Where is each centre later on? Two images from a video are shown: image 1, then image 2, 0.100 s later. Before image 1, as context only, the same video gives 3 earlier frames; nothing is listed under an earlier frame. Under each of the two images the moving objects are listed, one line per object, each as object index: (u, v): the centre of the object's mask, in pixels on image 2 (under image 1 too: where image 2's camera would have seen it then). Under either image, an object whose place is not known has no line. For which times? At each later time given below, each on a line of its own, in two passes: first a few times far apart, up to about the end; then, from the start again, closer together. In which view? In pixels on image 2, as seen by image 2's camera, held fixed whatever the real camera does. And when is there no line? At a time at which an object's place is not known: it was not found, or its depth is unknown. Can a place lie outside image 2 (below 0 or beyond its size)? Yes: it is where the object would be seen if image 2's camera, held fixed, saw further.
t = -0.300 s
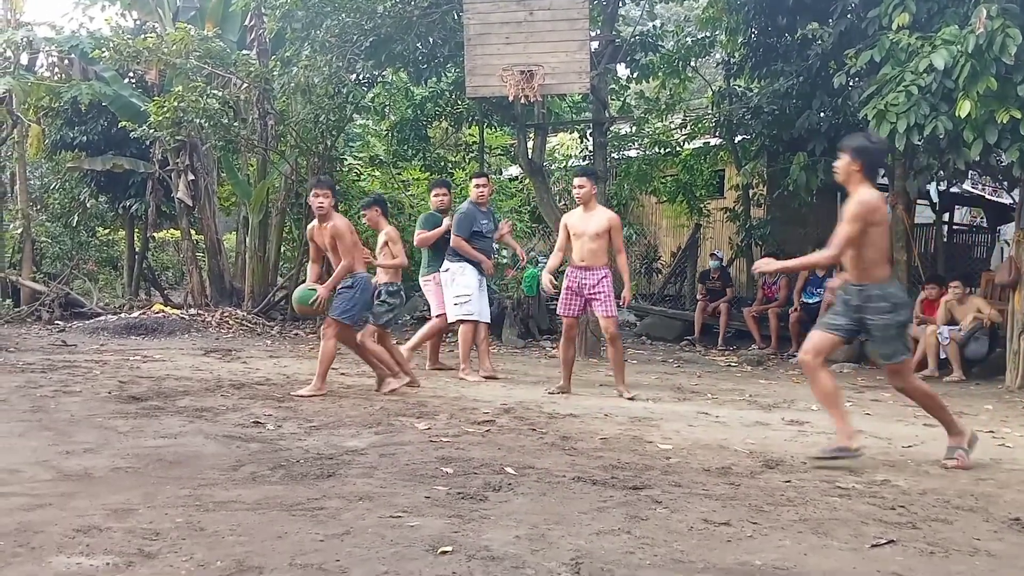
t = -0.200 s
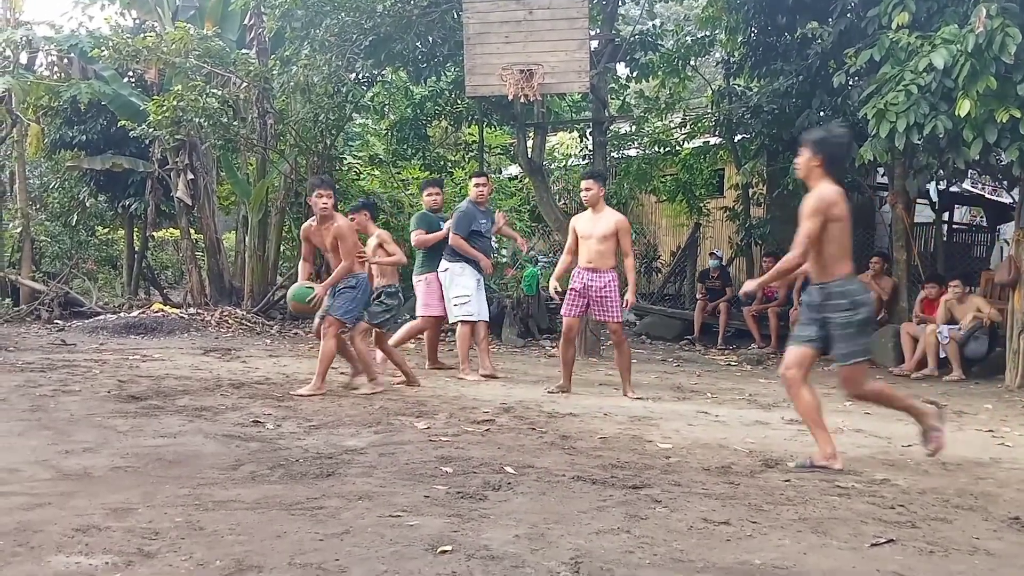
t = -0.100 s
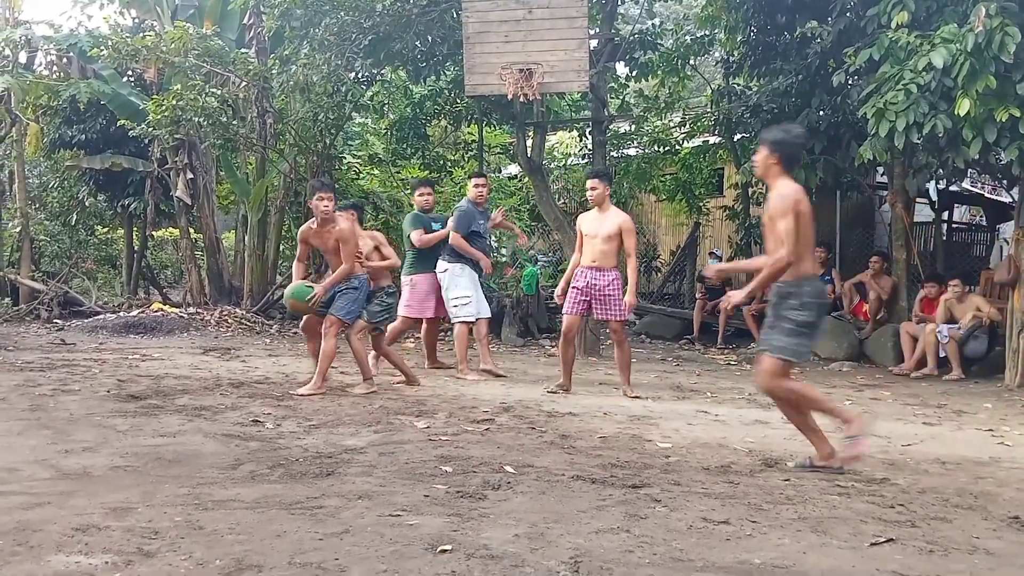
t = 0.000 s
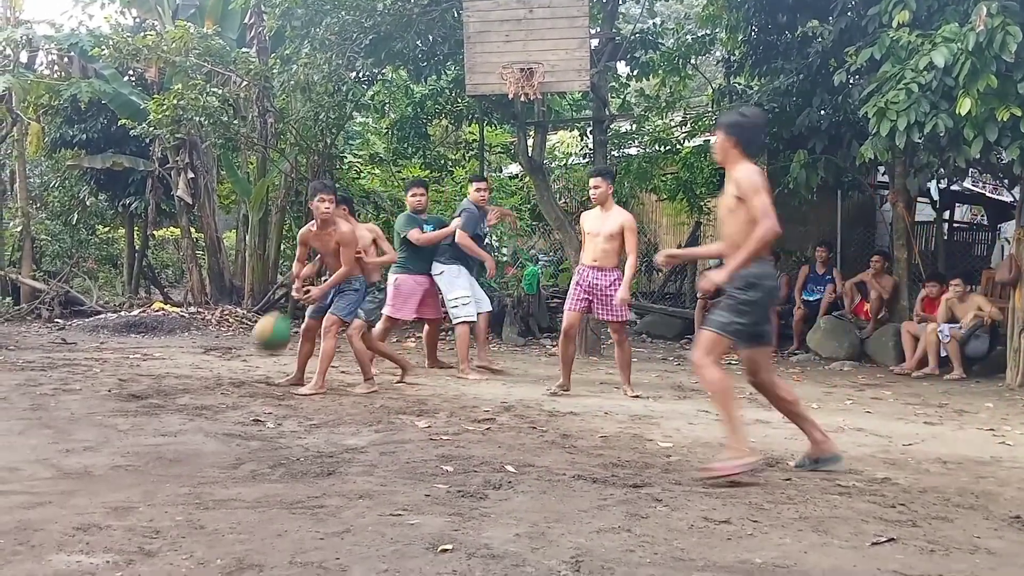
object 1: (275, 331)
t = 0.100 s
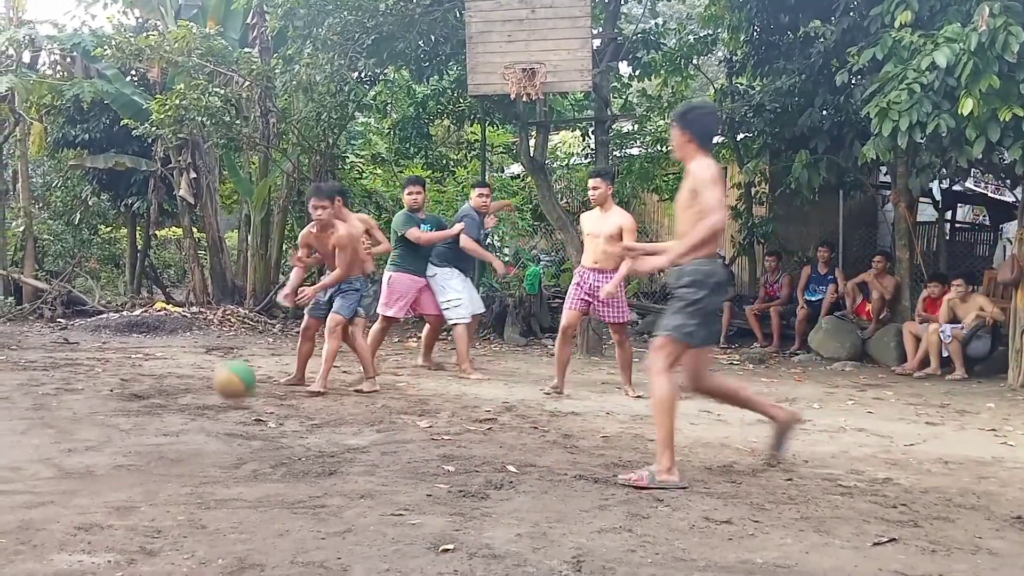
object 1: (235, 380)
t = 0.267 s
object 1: (195, 299)
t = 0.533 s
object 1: (109, 256)
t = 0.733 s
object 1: (24, 326)
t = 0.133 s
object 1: (228, 362)
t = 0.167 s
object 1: (220, 344)
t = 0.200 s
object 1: (211, 328)
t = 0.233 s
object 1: (203, 312)
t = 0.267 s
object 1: (195, 299)
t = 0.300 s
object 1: (185, 287)
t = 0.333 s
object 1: (176, 278)
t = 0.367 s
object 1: (165, 269)
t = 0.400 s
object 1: (156, 262)
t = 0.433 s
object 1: (145, 258)
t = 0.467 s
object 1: (133, 255)
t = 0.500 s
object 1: (122, 255)
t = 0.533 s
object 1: (109, 256)
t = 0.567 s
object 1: (95, 261)
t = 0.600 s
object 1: (83, 268)
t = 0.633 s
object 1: (68, 278)
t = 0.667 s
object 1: (51, 290)
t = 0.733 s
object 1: (24, 326)
